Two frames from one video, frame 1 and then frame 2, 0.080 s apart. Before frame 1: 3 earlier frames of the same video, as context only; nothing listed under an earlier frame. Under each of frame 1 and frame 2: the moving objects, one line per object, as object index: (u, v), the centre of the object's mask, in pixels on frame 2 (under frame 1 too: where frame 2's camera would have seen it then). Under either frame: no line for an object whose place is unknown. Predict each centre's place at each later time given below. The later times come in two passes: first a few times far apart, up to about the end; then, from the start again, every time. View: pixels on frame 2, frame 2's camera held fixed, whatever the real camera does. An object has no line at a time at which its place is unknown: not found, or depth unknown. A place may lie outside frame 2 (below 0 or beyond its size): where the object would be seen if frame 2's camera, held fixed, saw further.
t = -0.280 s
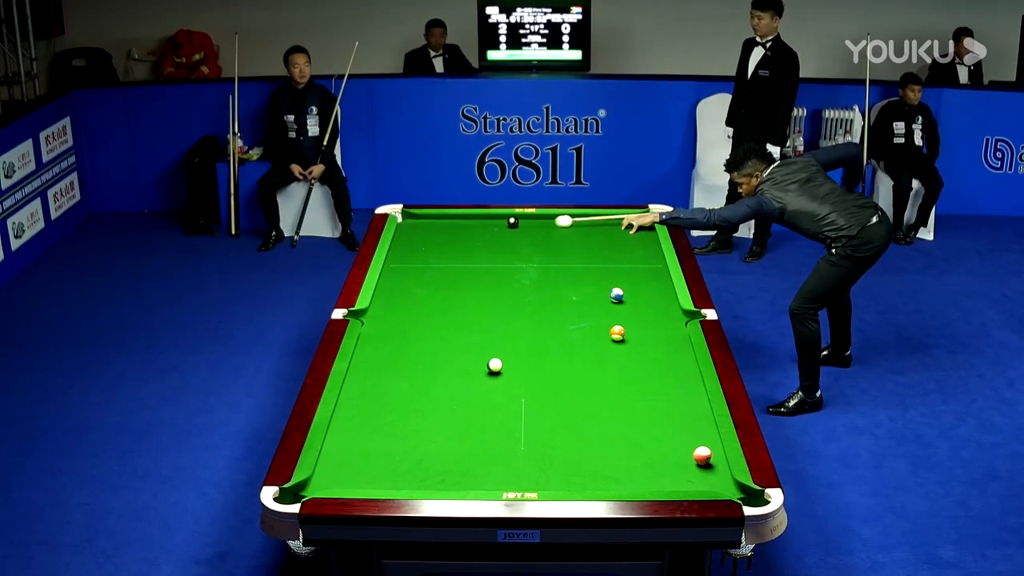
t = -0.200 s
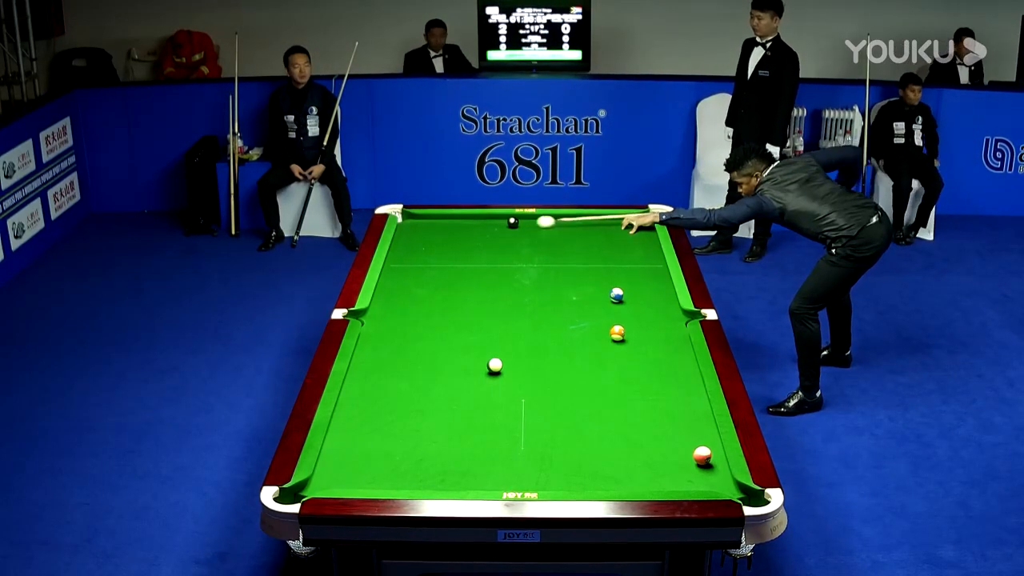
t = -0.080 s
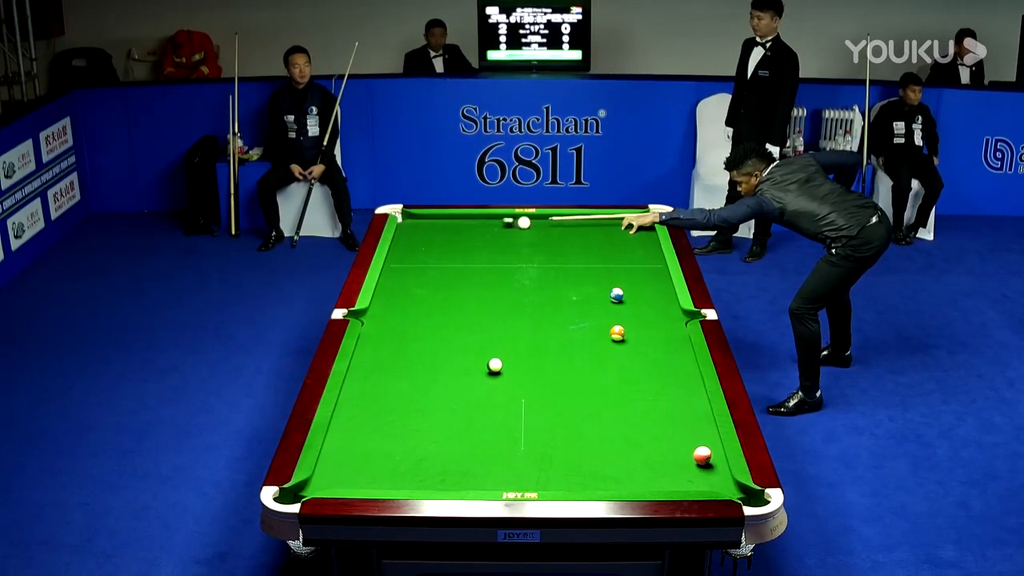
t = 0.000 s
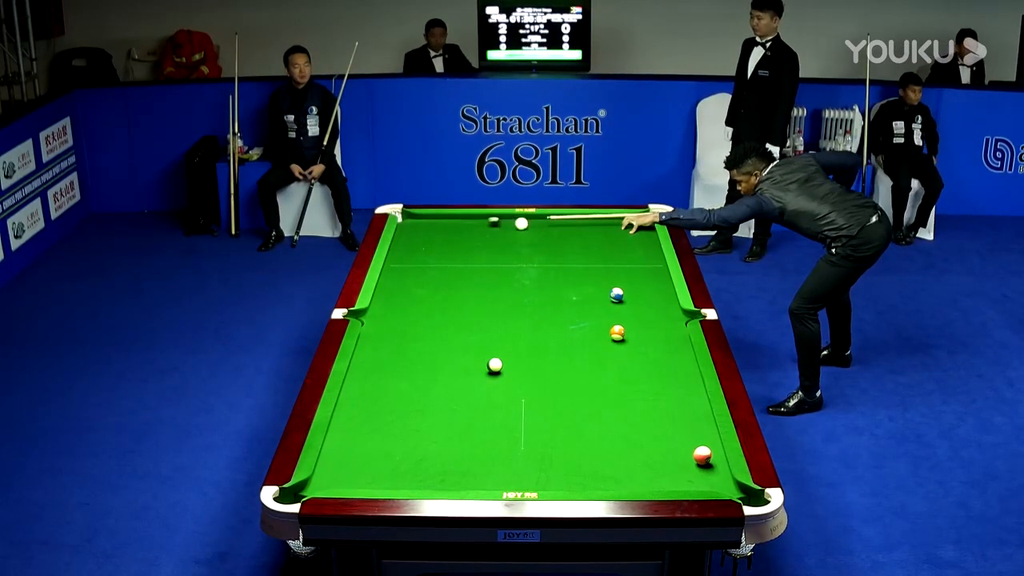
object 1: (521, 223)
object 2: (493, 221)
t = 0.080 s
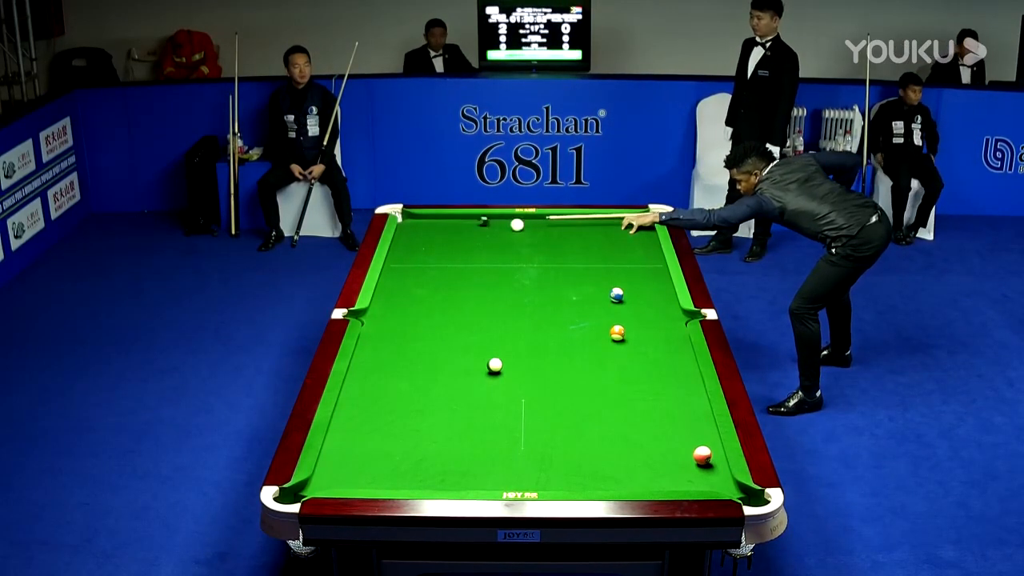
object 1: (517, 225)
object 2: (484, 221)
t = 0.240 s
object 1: (508, 227)
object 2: (464, 220)
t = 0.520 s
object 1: (493, 231)
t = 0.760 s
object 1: (481, 234)
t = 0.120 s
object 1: (515, 225)
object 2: (478, 221)
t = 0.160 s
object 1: (512, 226)
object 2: (473, 220)
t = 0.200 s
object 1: (510, 226)
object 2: (468, 220)
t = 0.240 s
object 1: (508, 227)
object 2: (464, 220)
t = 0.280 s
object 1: (506, 228)
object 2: (458, 219)
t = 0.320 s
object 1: (504, 228)
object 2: (452, 219)
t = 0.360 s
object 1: (501, 229)
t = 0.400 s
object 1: (499, 229)
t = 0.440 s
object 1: (497, 230)
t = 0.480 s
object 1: (495, 230)
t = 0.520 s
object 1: (493, 231)
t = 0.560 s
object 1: (491, 231)
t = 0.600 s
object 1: (489, 232)
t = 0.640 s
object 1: (487, 232)
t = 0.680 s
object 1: (485, 233)
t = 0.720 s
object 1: (483, 233)
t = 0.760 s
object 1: (481, 234)
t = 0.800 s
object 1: (479, 234)
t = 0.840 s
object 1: (477, 235)
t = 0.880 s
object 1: (475, 236)
